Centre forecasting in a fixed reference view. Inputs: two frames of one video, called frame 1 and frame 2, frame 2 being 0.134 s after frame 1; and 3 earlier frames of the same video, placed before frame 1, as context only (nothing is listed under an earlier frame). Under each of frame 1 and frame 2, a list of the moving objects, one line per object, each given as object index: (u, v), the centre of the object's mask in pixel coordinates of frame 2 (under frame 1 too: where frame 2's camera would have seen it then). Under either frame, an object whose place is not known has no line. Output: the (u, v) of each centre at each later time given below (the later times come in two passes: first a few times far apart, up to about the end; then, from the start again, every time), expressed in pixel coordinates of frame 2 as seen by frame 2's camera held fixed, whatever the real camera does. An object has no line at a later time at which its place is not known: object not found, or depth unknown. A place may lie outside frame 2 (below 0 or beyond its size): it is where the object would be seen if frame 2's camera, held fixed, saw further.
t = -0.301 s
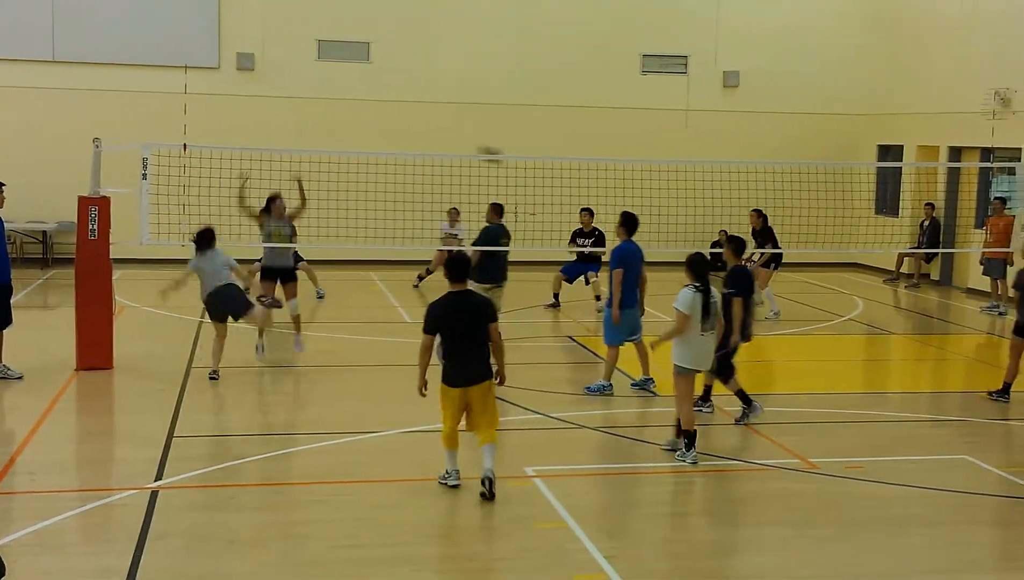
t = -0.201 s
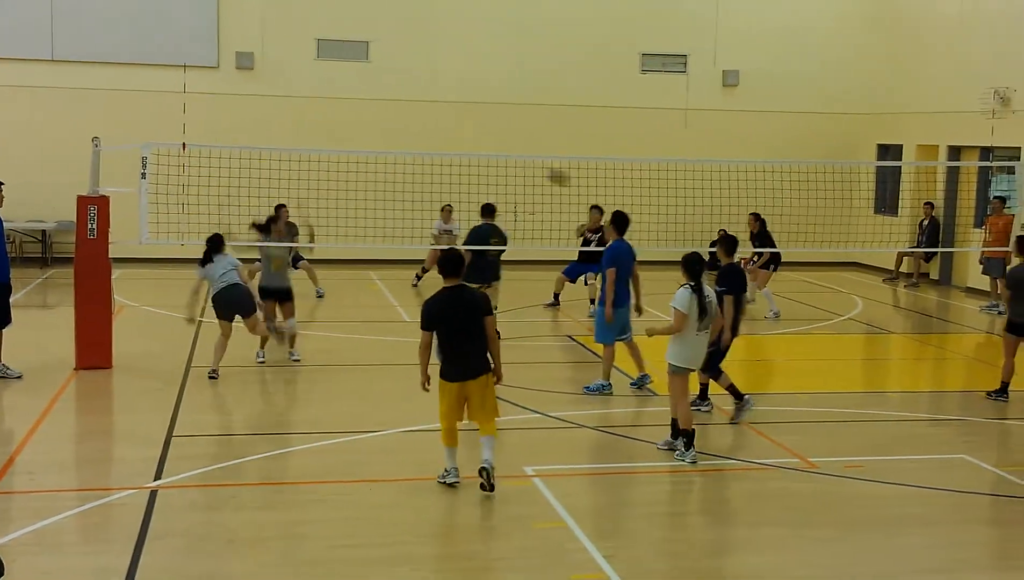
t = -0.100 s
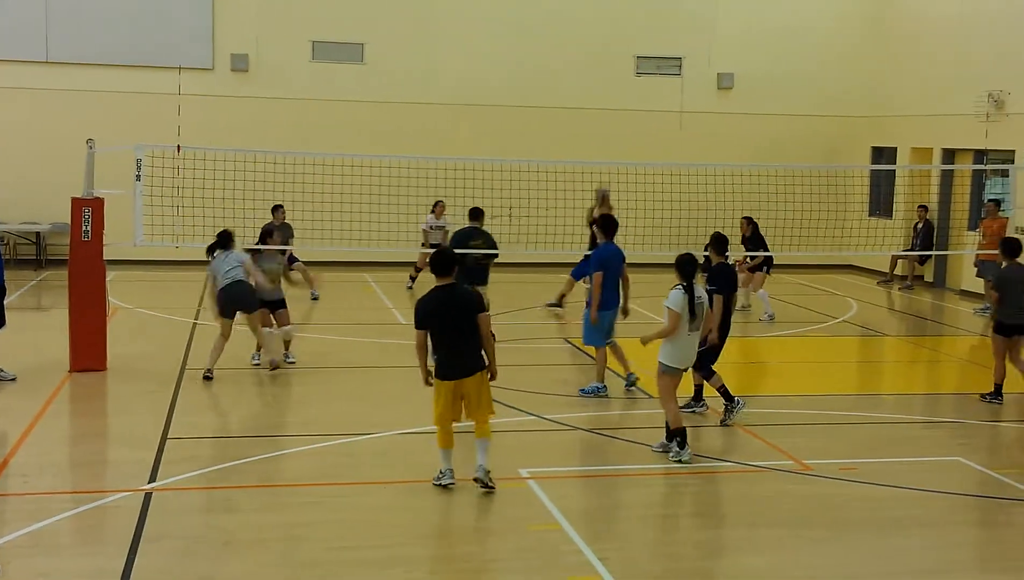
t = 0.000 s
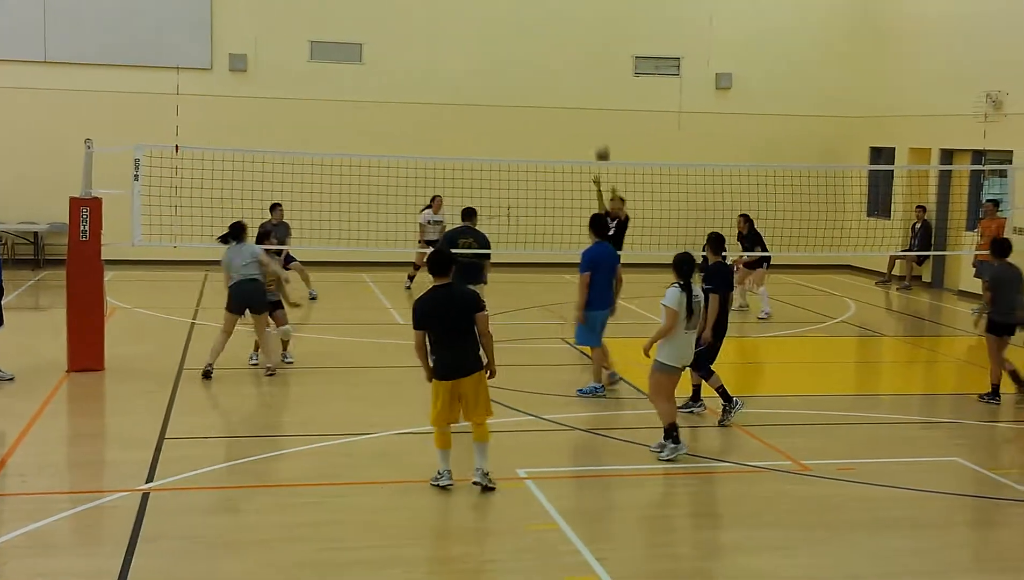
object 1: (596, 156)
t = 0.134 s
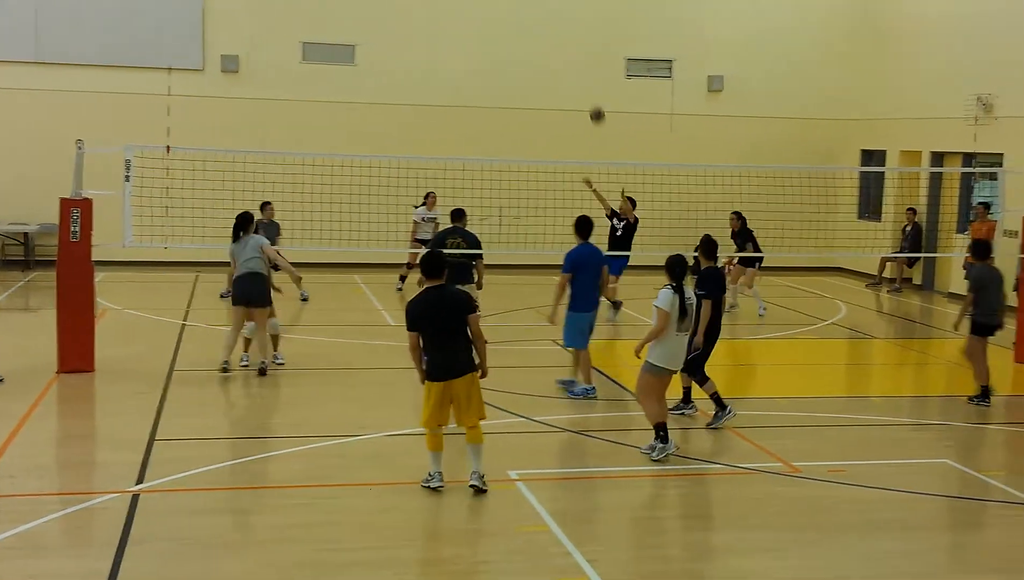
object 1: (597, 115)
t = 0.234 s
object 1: (598, 91)
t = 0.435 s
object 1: (598, 65)
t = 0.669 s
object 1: (596, 72)
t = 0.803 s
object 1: (595, 94)
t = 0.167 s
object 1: (598, 106)
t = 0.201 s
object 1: (598, 98)
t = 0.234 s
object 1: (598, 91)
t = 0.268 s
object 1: (598, 85)
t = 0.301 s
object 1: (598, 79)
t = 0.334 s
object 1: (598, 74)
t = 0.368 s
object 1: (598, 70)
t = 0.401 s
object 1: (599, 67)
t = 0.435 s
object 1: (598, 65)
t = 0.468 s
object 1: (599, 64)
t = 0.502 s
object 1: (598, 63)
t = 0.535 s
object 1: (597, 64)
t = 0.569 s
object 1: (597, 64)
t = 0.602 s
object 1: (597, 66)
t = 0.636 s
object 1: (596, 69)
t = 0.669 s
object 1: (596, 72)
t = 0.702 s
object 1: (596, 76)
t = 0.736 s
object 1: (595, 81)
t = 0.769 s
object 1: (595, 87)
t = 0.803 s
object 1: (595, 94)
